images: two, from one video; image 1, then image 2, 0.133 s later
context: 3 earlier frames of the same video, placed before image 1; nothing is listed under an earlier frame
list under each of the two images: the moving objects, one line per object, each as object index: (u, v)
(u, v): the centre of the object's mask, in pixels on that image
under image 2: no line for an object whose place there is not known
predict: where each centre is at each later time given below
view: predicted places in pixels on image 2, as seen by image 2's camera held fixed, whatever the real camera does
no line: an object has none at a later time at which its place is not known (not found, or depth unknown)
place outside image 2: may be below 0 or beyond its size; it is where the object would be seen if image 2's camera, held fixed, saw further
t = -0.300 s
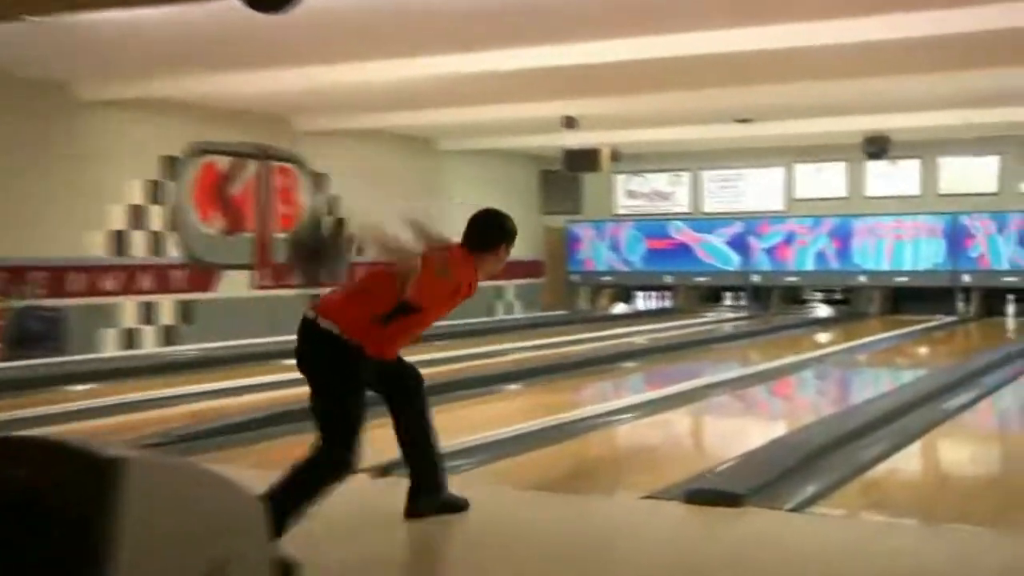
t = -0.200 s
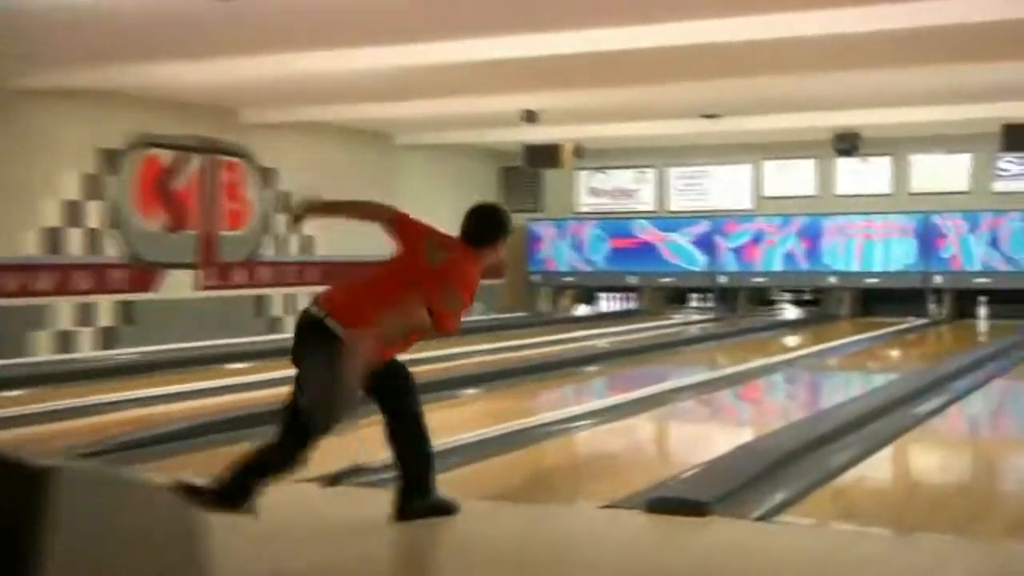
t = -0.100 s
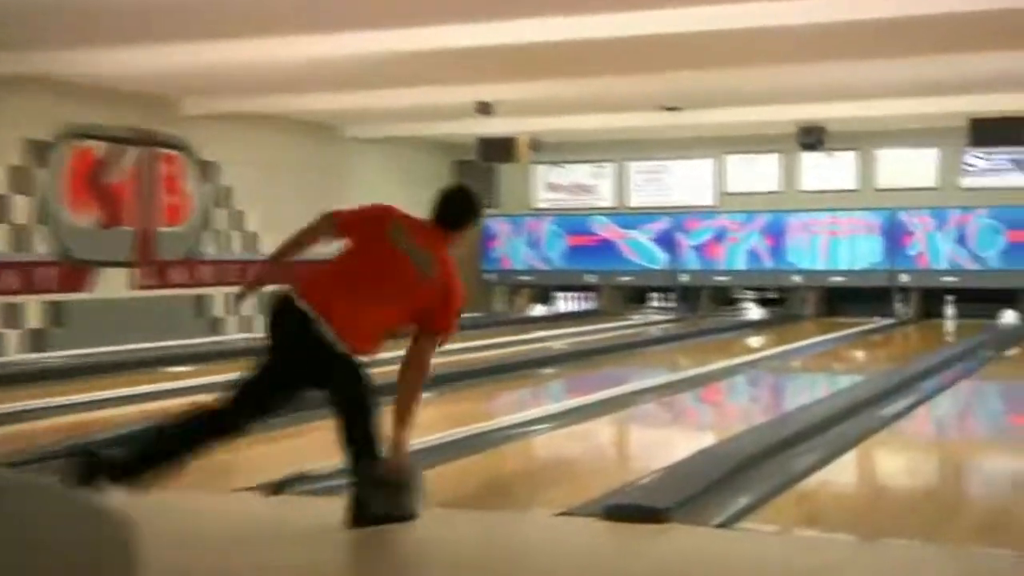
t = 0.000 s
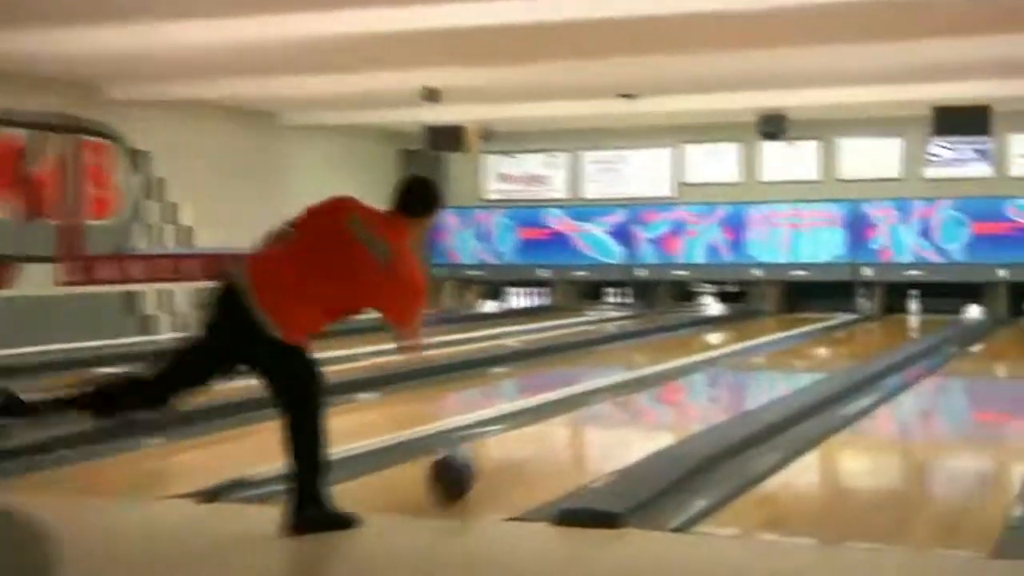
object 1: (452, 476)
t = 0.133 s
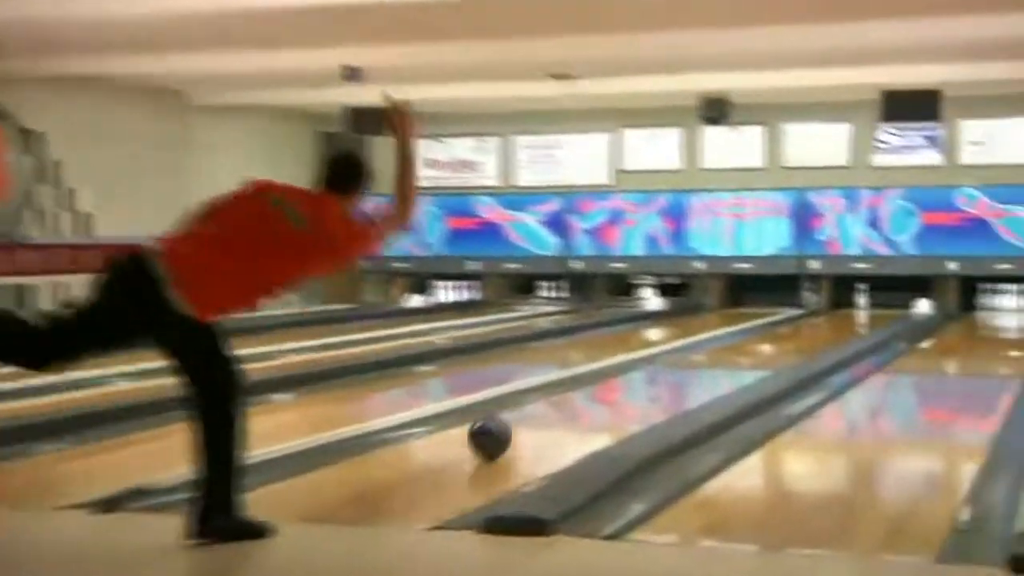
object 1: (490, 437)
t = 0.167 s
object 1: (512, 431)
